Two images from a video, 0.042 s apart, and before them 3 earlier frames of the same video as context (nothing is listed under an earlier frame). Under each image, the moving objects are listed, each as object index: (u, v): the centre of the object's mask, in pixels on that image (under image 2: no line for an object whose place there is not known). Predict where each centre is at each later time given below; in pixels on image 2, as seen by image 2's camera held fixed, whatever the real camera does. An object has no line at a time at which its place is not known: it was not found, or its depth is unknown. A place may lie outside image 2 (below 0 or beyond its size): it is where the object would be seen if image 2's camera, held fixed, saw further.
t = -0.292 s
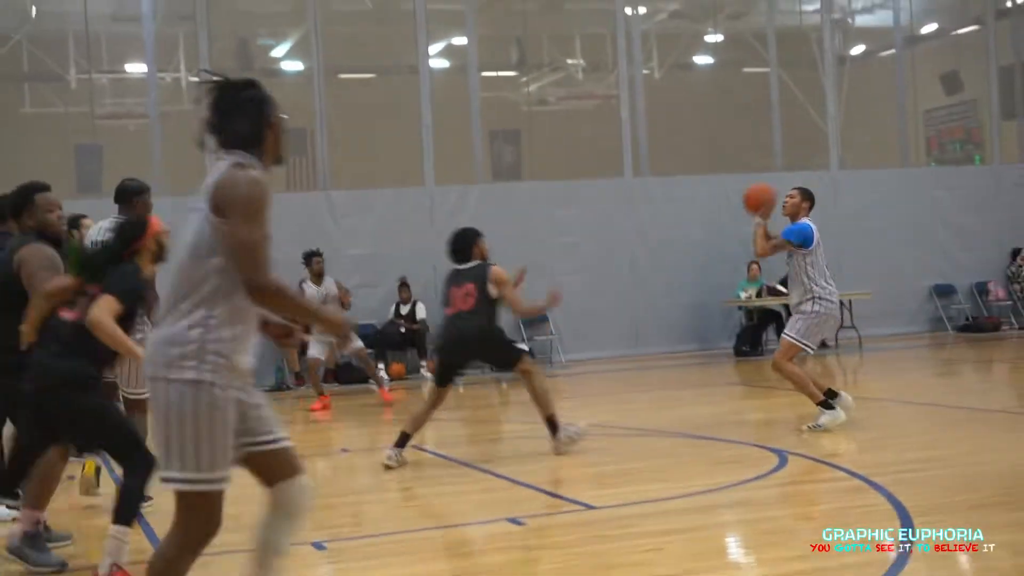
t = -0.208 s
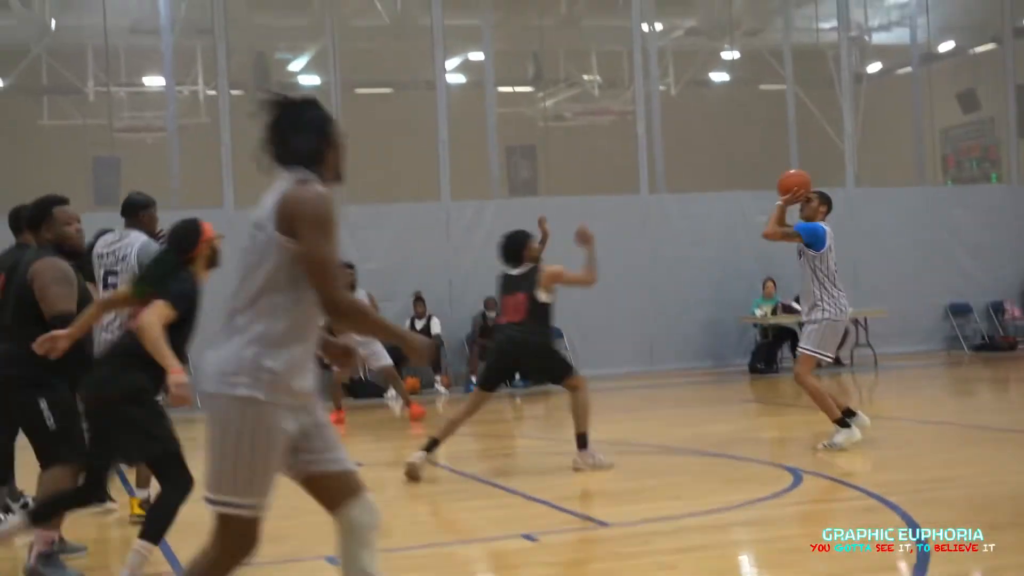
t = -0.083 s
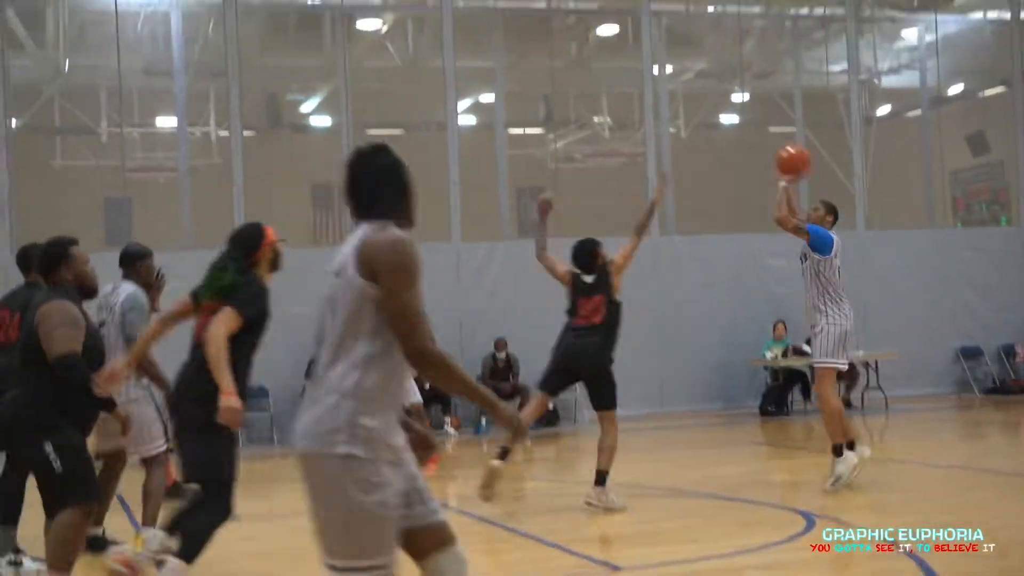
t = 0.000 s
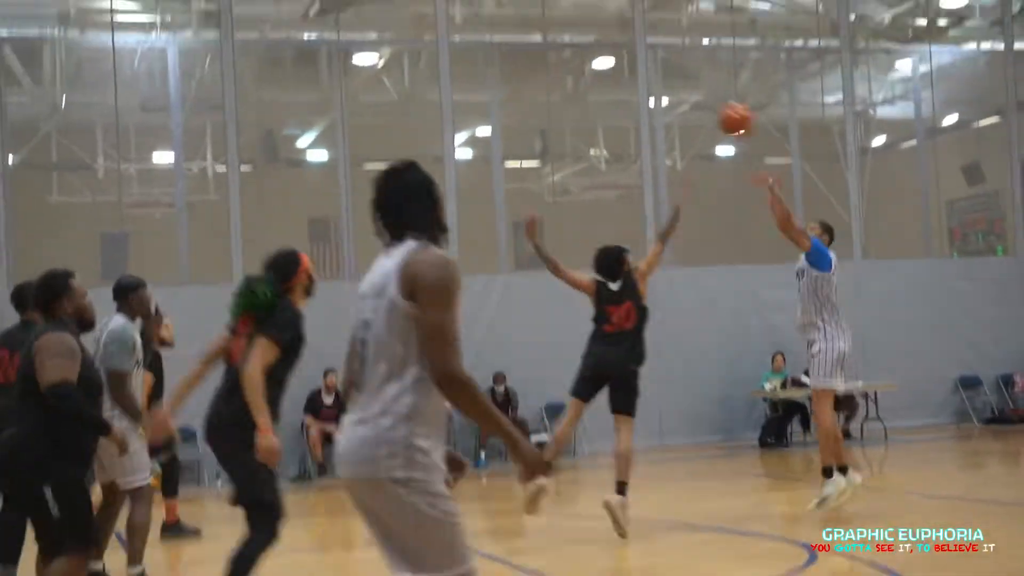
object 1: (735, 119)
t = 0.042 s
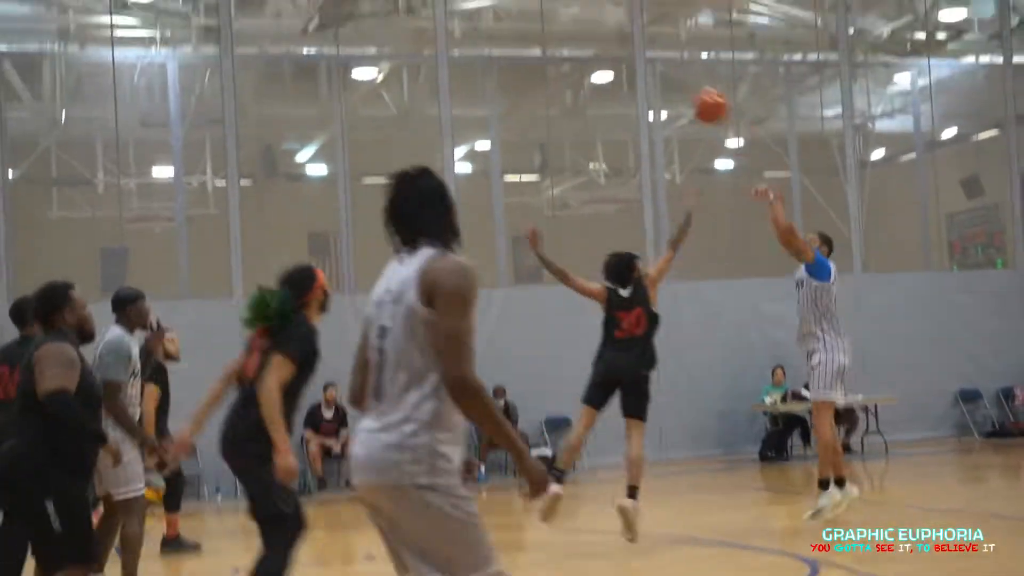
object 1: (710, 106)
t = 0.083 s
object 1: (674, 68)
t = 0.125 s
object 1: (646, 42)
